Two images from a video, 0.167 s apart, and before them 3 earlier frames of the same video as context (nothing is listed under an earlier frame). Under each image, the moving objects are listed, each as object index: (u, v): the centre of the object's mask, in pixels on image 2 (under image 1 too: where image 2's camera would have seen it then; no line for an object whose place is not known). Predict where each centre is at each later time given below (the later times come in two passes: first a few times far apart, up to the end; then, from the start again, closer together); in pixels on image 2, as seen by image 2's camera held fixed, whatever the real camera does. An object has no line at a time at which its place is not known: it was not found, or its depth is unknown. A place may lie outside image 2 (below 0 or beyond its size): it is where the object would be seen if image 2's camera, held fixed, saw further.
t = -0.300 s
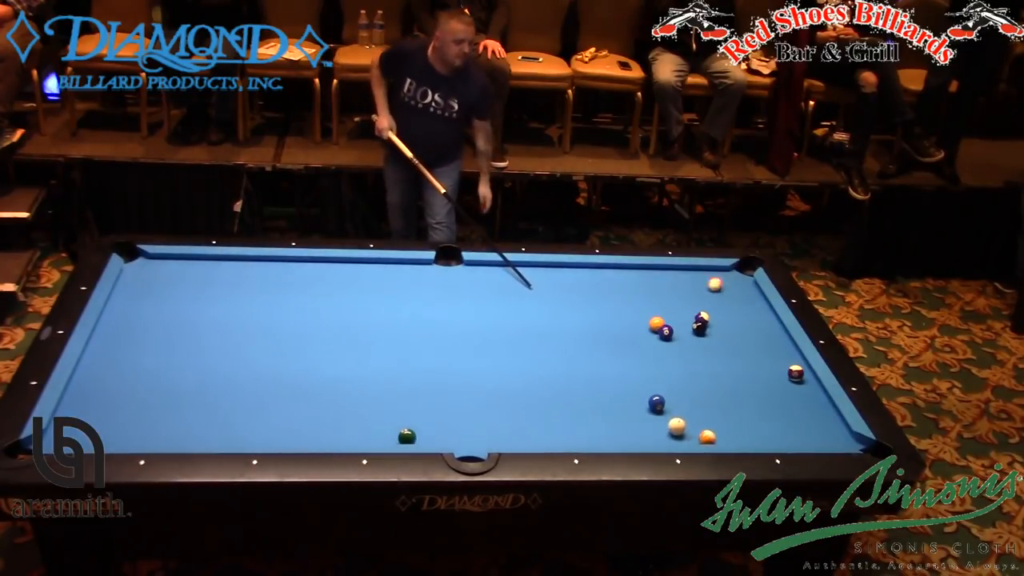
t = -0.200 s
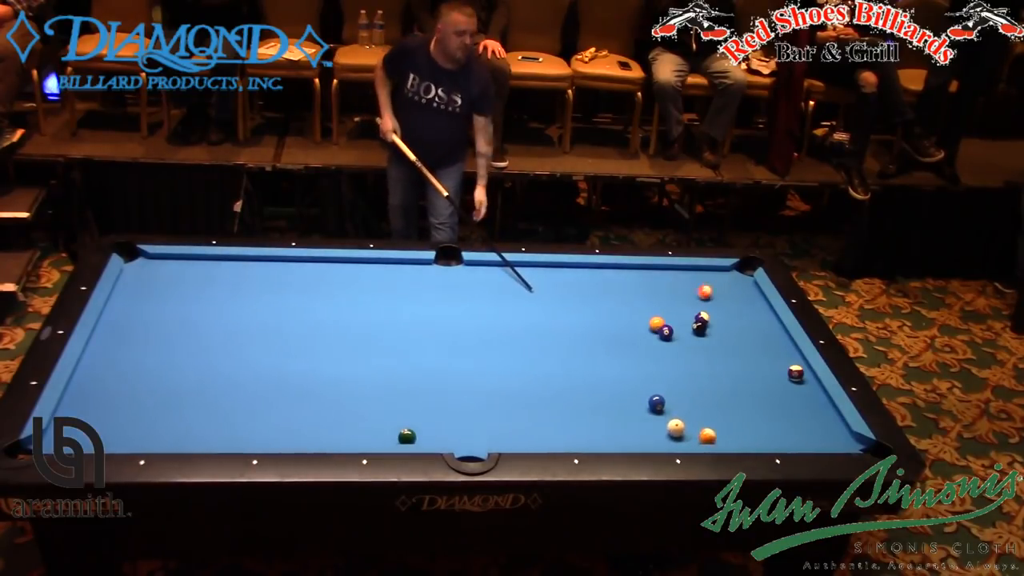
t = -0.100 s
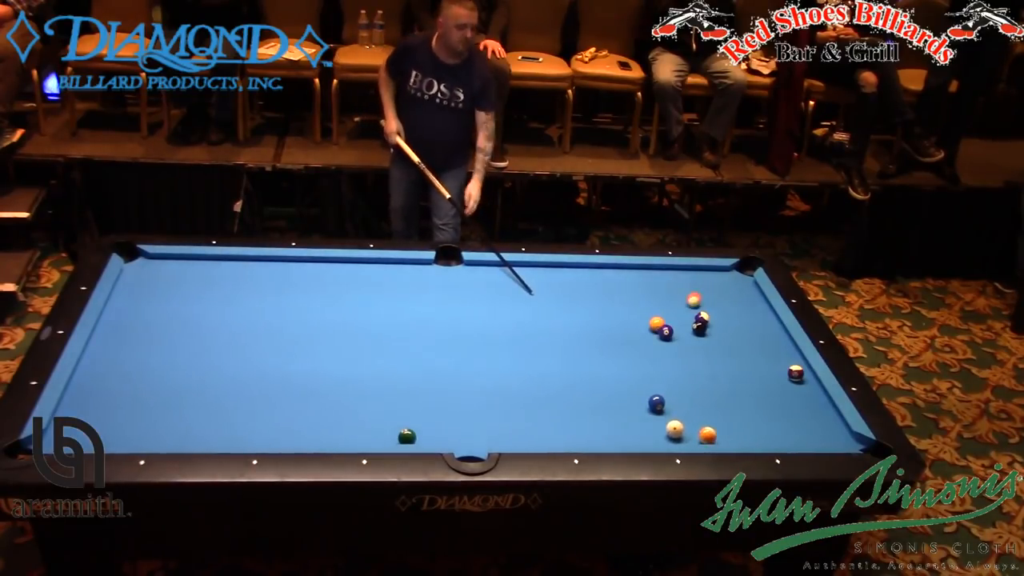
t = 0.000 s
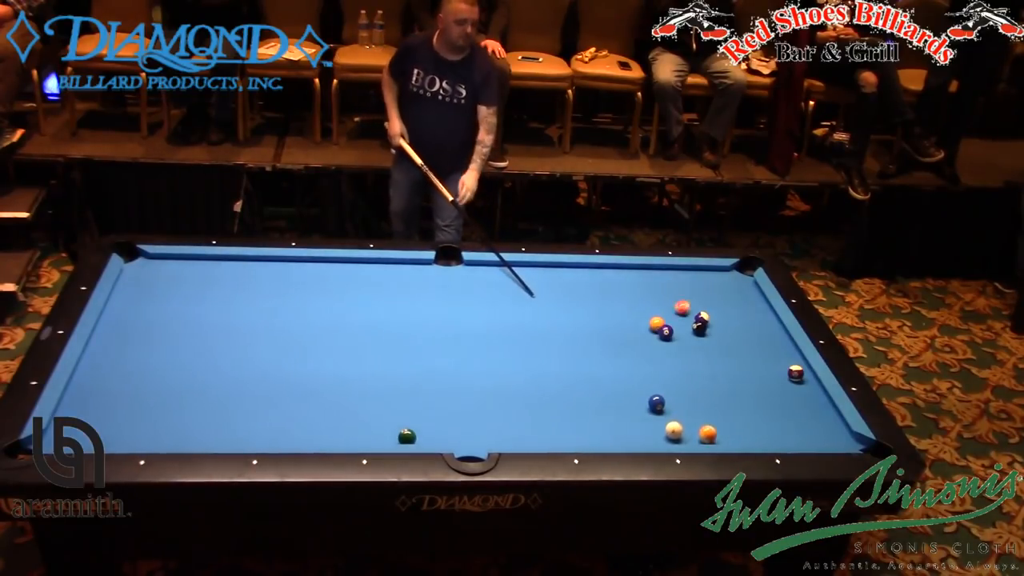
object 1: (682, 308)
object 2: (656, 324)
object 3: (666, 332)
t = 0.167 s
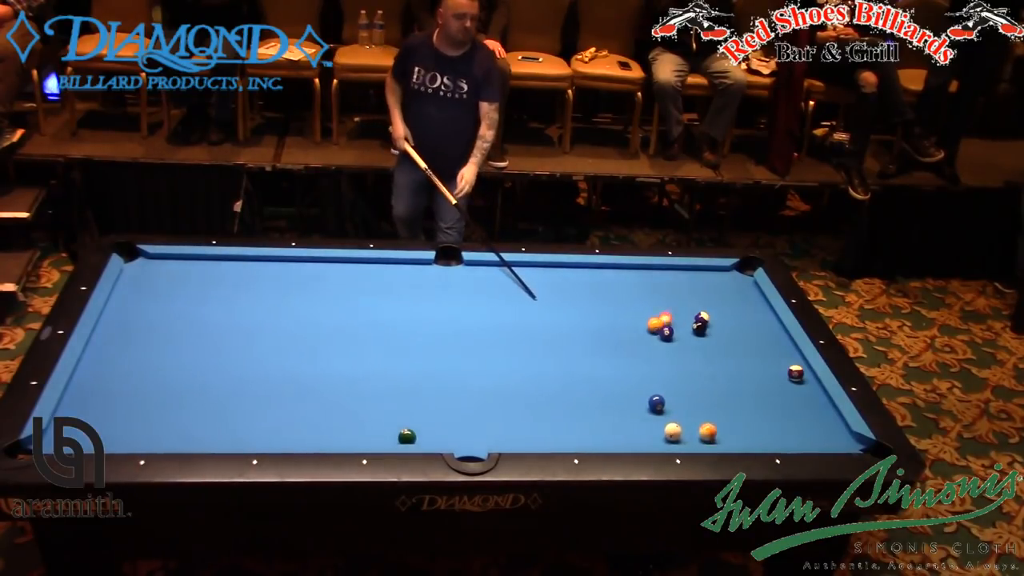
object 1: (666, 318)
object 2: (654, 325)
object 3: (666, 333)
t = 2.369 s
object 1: (627, 353)
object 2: (420, 388)
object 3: (699, 361)
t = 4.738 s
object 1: (624, 356)
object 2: (243, 435)
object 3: (699, 361)
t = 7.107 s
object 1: (624, 356)
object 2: (203, 435)
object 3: (699, 361)
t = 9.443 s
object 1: (624, 356)
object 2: (203, 435)
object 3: (699, 361)
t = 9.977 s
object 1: (624, 356)
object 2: (203, 435)
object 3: (699, 361)
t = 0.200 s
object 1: (664, 319)
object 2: (650, 327)
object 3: (667, 334)
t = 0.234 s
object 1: (664, 320)
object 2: (645, 328)
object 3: (668, 334)
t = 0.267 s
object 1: (663, 320)
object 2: (642, 329)
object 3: (668, 334)
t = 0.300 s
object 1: (662, 321)
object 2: (638, 330)
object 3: (670, 336)
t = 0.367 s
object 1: (660, 323)
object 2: (630, 332)
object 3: (671, 337)
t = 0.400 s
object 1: (660, 324)
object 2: (627, 333)
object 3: (672, 338)
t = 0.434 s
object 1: (659, 325)
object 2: (623, 334)
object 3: (673, 339)
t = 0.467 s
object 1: (658, 326)
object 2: (619, 335)
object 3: (674, 340)
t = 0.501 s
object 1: (657, 326)
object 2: (615, 336)
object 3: (674, 340)
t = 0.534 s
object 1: (657, 327)
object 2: (612, 337)
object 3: (675, 341)
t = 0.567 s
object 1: (656, 327)
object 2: (608, 338)
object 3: (676, 341)
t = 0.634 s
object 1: (654, 329)
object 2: (601, 340)
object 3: (677, 343)
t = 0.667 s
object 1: (654, 330)
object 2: (597, 341)
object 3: (678, 343)
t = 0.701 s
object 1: (653, 330)
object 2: (593, 342)
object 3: (678, 344)
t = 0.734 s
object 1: (652, 331)
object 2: (590, 343)
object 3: (679, 345)
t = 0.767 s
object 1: (652, 331)
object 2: (586, 344)
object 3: (680, 345)
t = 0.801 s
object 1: (651, 332)
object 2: (582, 345)
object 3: (681, 346)
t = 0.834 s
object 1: (650, 333)
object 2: (579, 346)
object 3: (681, 346)
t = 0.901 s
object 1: (648, 334)
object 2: (571, 348)
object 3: (682, 348)
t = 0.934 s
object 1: (648, 335)
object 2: (568, 348)
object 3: (683, 348)
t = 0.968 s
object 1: (647, 335)
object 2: (564, 349)
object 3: (684, 349)
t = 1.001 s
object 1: (646, 336)
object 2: (560, 350)
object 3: (684, 349)
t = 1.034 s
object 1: (646, 336)
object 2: (557, 351)
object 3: (685, 350)
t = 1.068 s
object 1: (645, 337)
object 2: (553, 352)
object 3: (685, 350)
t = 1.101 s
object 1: (645, 338)
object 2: (549, 353)
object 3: (686, 351)
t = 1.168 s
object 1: (643, 339)
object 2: (542, 355)
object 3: (687, 351)
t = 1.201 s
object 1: (642, 339)
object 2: (539, 356)
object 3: (688, 352)
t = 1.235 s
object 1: (642, 340)
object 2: (535, 357)
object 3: (688, 352)
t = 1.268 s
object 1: (642, 340)
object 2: (532, 358)
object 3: (689, 353)
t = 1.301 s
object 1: (641, 341)
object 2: (528, 359)
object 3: (689, 353)
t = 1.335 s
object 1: (640, 341)
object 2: (524, 360)
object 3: (690, 354)
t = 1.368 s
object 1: (640, 342)
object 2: (521, 361)
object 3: (690, 354)
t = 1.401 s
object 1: (639, 343)
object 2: (517, 362)
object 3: (691, 355)
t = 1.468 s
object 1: (638, 343)
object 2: (510, 364)
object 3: (692, 355)
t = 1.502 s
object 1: (637, 343)
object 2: (507, 365)
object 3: (692, 356)
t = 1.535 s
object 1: (637, 344)
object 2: (504, 366)
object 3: (693, 356)
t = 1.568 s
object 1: (637, 344)
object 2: (500, 367)
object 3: (693, 356)
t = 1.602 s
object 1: (636, 345)
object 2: (497, 368)
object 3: (694, 357)
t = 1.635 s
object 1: (636, 346)
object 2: (493, 369)
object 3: (694, 357)
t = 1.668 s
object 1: (635, 346)
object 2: (490, 369)
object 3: (695, 357)
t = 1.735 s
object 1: (634, 347)
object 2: (483, 371)
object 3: (695, 358)
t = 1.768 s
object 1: (633, 347)
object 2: (480, 372)
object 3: (696, 358)
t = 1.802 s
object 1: (633, 347)
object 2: (476, 373)
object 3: (696, 358)
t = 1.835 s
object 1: (633, 348)
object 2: (473, 374)
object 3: (696, 359)
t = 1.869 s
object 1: (632, 348)
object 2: (469, 375)
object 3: (696, 359)
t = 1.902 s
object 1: (632, 349)
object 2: (466, 376)
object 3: (697, 359)
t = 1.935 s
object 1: (631, 349)
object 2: (463, 377)
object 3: (697, 359)
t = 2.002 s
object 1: (631, 350)
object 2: (456, 378)
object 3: (698, 360)
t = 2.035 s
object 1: (630, 350)
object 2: (453, 379)
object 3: (698, 360)
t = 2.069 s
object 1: (630, 350)
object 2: (450, 380)
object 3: (698, 360)
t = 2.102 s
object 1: (629, 350)
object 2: (446, 381)
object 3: (698, 360)
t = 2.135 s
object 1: (629, 351)
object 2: (443, 382)
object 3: (698, 360)
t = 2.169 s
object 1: (629, 351)
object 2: (440, 383)
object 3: (699, 360)
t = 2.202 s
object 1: (629, 351)
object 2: (436, 384)
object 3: (699, 360)
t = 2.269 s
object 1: (628, 352)
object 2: (430, 386)
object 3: (699, 360)
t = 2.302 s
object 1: (628, 352)
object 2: (427, 387)
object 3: (699, 361)
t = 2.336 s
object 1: (627, 352)
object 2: (423, 388)
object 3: (699, 361)
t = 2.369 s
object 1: (627, 353)
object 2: (420, 388)
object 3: (699, 361)
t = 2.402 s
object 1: (627, 353)
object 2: (417, 389)
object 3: (699, 361)
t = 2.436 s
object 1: (626, 354)
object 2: (414, 390)
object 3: (699, 361)
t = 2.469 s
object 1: (626, 353)
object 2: (411, 391)
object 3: (699, 361)
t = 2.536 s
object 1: (626, 354)
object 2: (405, 392)
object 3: (699, 361)
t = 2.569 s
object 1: (626, 354)
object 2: (402, 393)
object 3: (699, 361)
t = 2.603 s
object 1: (625, 354)
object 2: (399, 394)
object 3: (699, 361)
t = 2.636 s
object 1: (625, 354)
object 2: (396, 395)
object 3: (699, 361)
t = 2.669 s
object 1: (625, 354)
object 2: (393, 396)
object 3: (699, 361)
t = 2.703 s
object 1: (625, 355)
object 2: (390, 396)
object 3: (699, 361)
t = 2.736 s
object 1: (625, 355)
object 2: (387, 397)
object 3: (699, 361)
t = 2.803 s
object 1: (624, 355)
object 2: (381, 399)
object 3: (699, 361)
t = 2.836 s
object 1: (625, 355)
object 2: (378, 400)
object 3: (699, 361)
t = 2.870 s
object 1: (624, 356)
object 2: (375, 401)
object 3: (699, 361)
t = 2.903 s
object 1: (624, 356)
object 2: (372, 402)
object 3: (699, 361)
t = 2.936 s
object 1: (624, 356)
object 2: (369, 402)
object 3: (699, 361)
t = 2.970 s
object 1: (624, 356)
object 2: (366, 403)
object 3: (699, 361)
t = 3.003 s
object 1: (624, 356)
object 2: (363, 404)
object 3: (699, 361)
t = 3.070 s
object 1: (624, 356)
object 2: (358, 406)
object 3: (699, 361)
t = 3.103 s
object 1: (624, 356)
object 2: (355, 406)
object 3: (699, 361)
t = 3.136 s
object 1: (624, 356)
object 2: (352, 407)
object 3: (699, 361)
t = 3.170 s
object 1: (624, 356)
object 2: (349, 408)
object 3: (699, 361)
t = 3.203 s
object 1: (624, 356)
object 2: (346, 408)
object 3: (699, 361)
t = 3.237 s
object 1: (624, 356)
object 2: (344, 409)
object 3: (699, 361)
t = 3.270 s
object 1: (624, 356)
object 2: (342, 410)
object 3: (699, 361)
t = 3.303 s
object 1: (624, 356)
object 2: (339, 411)
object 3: (699, 361)
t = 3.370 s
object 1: (623, 356)
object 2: (334, 412)
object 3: (699, 361)
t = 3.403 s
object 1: (623, 356)
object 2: (331, 413)
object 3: (699, 361)
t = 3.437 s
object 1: (624, 356)
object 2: (328, 414)
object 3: (699, 361)
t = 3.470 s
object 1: (623, 356)
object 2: (326, 414)
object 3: (699, 361)
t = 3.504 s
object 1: (623, 356)
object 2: (323, 415)
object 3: (699, 361)
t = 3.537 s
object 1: (623, 356)
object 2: (320, 416)
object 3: (699, 361)
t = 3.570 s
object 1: (623, 356)
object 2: (318, 416)
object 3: (699, 361)
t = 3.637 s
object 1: (624, 356)
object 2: (313, 418)
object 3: (699, 361)
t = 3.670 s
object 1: (623, 356)
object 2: (310, 419)
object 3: (699, 361)
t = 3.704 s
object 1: (623, 356)
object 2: (308, 419)
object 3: (699, 361)
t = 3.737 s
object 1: (623, 356)
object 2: (305, 420)
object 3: (699, 361)
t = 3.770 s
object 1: (623, 356)
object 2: (303, 421)
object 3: (699, 361)
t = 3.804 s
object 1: (623, 356)
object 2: (300, 421)
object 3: (699, 361)
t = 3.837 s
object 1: (623, 356)
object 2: (298, 422)
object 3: (699, 361)
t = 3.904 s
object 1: (623, 356)
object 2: (293, 423)
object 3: (699, 361)
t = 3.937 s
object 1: (623, 356)
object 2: (291, 424)
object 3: (699, 361)
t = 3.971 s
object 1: (624, 356)
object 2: (289, 425)
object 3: (699, 361)
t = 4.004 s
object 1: (624, 356)
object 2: (287, 425)
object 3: (699, 361)
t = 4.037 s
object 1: (624, 356)
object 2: (284, 426)
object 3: (699, 361)
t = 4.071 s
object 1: (624, 356)
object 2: (282, 427)
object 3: (699, 361)
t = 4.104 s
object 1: (624, 356)
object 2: (280, 427)
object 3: (699, 361)
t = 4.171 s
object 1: (624, 356)
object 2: (276, 429)
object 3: (699, 361)
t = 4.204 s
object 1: (624, 356)
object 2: (274, 429)
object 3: (699, 361)
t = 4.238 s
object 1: (624, 356)
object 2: (271, 430)
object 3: (699, 361)
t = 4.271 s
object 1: (624, 356)
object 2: (269, 430)
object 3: (699, 361)
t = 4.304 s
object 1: (624, 356)
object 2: (267, 431)
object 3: (699, 361)
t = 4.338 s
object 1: (624, 356)
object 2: (265, 431)
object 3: (699, 361)
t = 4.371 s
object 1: (624, 356)
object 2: (263, 432)
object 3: (699, 361)
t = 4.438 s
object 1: (624, 356)
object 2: (259, 433)
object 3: (699, 361)
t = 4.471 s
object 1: (624, 356)
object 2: (257, 433)
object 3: (699, 361)
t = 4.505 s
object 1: (624, 356)
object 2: (255, 434)
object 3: (699, 361)
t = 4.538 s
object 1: (624, 356)
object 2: (253, 434)
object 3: (699, 361)
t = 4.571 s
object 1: (624, 356)
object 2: (251, 434)
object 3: (699, 361)
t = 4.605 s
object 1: (624, 356)
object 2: (250, 434)
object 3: (699, 361)
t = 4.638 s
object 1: (624, 356)
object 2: (248, 435)
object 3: (699, 361)
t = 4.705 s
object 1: (624, 356)
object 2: (245, 435)
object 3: (699, 361)
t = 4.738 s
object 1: (624, 356)
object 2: (243, 435)
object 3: (699, 361)
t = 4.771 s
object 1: (624, 356)
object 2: (241, 436)
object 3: (699, 361)
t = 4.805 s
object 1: (624, 356)
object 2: (239, 436)
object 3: (699, 361)
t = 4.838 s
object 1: (624, 356)
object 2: (238, 436)
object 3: (699, 361)
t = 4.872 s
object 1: (624, 356)
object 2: (236, 436)
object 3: (699, 361)
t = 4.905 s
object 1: (624, 356)
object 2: (234, 436)
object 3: (699, 361)
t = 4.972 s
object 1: (624, 356)
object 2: (231, 437)
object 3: (699, 361)
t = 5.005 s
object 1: (624, 356)
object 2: (230, 437)
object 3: (699, 361)
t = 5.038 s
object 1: (624, 356)
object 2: (228, 438)
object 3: (699, 361)
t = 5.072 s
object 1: (624, 356)
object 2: (227, 438)
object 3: (699, 361)
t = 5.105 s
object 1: (624, 356)
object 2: (225, 438)
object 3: (699, 361)
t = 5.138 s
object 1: (624, 356)
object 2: (224, 438)
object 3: (699, 361)
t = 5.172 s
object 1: (624, 356)
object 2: (222, 438)
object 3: (699, 361)
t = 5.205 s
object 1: (624, 356)
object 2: (222, 438)
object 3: (699, 361)
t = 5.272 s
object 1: (624, 356)
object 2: (220, 438)
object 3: (699, 361)
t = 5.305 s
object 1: (624, 356)
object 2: (219, 438)
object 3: (699, 361)
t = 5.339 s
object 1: (624, 356)
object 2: (218, 437)
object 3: (699, 361)
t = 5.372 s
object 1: (624, 356)
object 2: (217, 437)
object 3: (699, 361)
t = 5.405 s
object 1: (624, 356)
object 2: (216, 437)
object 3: (699, 361)
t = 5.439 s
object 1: (624, 356)
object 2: (215, 437)
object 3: (699, 361)
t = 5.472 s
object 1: (624, 356)
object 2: (214, 437)
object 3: (699, 361)
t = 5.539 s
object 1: (624, 356)
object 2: (213, 437)
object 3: (699, 361)
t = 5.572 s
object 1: (624, 356)
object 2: (212, 437)
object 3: (699, 361)
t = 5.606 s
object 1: (624, 356)
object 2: (211, 437)
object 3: (699, 361)
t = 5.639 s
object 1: (624, 356)
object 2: (211, 437)
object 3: (699, 361)
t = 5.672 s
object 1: (624, 356)
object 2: (210, 436)
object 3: (699, 361)
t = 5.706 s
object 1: (624, 356)
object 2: (209, 436)
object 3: (699, 361)
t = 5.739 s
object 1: (624, 356)
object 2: (209, 436)
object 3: (699, 361)
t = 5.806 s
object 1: (624, 356)
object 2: (208, 436)
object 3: (699, 361)
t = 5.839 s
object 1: (624, 356)
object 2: (207, 436)
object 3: (699, 361)
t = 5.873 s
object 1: (624, 356)
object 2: (207, 436)
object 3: (699, 361)
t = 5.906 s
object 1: (624, 356)
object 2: (206, 436)
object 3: (699, 361)
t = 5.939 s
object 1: (624, 356)
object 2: (206, 436)
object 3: (699, 361)
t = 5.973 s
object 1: (624, 356)
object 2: (205, 436)
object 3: (699, 361)
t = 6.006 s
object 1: (624, 356)
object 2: (205, 435)
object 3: (699, 361)
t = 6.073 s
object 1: (624, 356)
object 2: (204, 435)
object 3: (699, 361)
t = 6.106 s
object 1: (624, 356)
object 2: (204, 435)
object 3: (699, 361)
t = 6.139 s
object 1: (624, 356)
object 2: (204, 435)
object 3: (699, 361)
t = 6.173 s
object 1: (624, 356)
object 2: (204, 435)
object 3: (699, 361)
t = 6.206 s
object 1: (624, 356)
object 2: (204, 435)
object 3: (699, 361)
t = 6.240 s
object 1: (624, 356)
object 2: (203, 435)
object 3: (699, 361)
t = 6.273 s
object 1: (624, 356)
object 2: (203, 435)
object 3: (699, 361)
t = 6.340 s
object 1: (624, 356)
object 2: (203, 435)
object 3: (699, 361)
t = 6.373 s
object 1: (624, 356)
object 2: (203, 435)
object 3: (699, 361)
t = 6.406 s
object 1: (624, 356)
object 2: (203, 435)
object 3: (699, 361)
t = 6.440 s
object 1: (624, 356)
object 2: (203, 435)
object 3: (699, 361)
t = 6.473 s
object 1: (624, 356)
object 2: (203, 435)
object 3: (699, 361)
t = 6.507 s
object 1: (624, 356)
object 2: (203, 435)
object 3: (699, 361)
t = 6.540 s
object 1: (624, 356)
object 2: (203, 435)
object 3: (699, 361)
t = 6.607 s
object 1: (624, 356)
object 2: (203, 435)
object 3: (699, 361)
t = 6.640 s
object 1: (624, 356)
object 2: (203, 435)
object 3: (699, 361)
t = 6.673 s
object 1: (624, 356)
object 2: (203, 435)
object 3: (699, 361)
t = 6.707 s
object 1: (624, 356)
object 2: (203, 435)
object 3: (699, 361)
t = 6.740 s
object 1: (624, 356)
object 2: (203, 435)
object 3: (699, 361)
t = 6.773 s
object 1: (624, 356)
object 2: (203, 435)
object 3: (699, 361)
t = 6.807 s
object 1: (624, 356)
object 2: (203, 435)
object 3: (699, 361)
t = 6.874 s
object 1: (624, 356)
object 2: (203, 435)
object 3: (699, 361)
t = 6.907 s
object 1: (624, 356)
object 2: (203, 435)
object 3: (699, 361)
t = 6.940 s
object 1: (624, 356)
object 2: (203, 435)
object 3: (699, 361)
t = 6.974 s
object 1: (624, 356)
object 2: (203, 435)
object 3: (699, 361)
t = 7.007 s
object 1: (624, 356)
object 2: (203, 435)
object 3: (699, 361)
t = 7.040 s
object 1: (624, 356)
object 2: (203, 435)
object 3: (699, 361)
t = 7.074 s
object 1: (624, 356)
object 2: (203, 435)
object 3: (699, 361)
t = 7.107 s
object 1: (624, 356)
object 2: (203, 435)
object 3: (699, 361)
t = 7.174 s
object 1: (624, 356)
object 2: (203, 435)
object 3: (699, 361)
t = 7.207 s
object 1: (624, 356)
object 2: (203, 435)
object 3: (699, 361)
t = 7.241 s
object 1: (624, 356)
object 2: (203, 435)
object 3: (699, 361)
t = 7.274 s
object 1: (624, 356)
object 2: (203, 435)
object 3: (699, 361)
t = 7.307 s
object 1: (624, 356)
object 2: (203, 435)
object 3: (699, 361)
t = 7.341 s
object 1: (624, 356)
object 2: (203, 435)
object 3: (699, 361)
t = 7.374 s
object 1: (624, 356)
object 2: (203, 435)
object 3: (699, 361)
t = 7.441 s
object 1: (624, 356)
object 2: (203, 435)
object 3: (699, 361)
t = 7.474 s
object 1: (624, 356)
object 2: (203, 435)
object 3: (699, 361)
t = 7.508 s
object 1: (624, 356)
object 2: (203, 435)
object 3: (699, 361)
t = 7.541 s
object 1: (624, 356)
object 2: (203, 435)
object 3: (699, 361)
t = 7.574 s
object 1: (624, 356)
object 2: (203, 435)
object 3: (699, 361)
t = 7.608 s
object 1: (624, 356)
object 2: (203, 435)
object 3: (699, 361)
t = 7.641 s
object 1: (624, 356)
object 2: (203, 435)
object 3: (699, 361)
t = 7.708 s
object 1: (624, 356)
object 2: (203, 435)
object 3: (699, 361)
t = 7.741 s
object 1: (624, 356)
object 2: (203, 435)
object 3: (699, 361)
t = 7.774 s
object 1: (624, 356)
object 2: (203, 435)
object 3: (699, 361)
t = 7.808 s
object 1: (624, 356)
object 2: (203, 435)
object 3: (699, 361)
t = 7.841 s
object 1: (624, 356)
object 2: (203, 435)
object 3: (699, 361)
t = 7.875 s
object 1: (624, 356)
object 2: (203, 435)
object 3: (699, 361)
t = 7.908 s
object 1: (624, 356)
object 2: (203, 435)
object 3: (699, 361)
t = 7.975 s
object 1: (624, 356)
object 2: (203, 435)
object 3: (699, 361)
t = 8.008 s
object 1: (624, 356)
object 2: (203, 435)
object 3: (699, 361)
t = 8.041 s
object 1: (624, 356)
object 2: (203, 435)
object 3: (699, 361)
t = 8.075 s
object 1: (624, 356)
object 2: (203, 435)
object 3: (699, 361)
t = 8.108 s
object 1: (624, 356)
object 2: (203, 435)
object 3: (699, 361)
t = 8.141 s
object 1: (624, 356)
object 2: (203, 435)
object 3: (699, 361)
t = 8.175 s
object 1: (624, 356)
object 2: (203, 435)
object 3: (699, 361)
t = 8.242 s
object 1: (624, 356)
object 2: (203, 435)
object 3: (699, 361)
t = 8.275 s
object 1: (624, 356)
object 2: (203, 435)
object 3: (699, 361)
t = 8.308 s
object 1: (624, 356)
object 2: (203, 435)
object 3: (699, 361)
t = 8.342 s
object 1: (624, 356)
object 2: (203, 435)
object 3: (699, 361)
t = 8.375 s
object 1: (624, 356)
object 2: (203, 435)
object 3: (699, 361)
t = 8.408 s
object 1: (624, 356)
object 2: (203, 435)
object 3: (699, 361)
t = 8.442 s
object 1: (624, 356)
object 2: (203, 435)
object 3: (699, 361)
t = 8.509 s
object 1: (624, 356)
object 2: (203, 435)
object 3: (699, 361)
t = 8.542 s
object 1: (624, 356)
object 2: (203, 435)
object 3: (699, 361)
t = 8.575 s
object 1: (624, 356)
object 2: (203, 435)
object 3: (699, 361)
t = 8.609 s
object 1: (624, 356)
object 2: (203, 435)
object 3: (699, 361)
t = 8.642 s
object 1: (624, 356)
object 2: (203, 435)
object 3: (699, 361)
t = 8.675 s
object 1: (624, 356)
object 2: (203, 435)
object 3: (699, 361)
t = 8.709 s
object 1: (624, 356)
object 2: (203, 435)
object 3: (699, 361)
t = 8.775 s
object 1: (624, 356)
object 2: (203, 435)
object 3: (699, 361)
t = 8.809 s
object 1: (624, 356)
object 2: (203, 435)
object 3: (699, 361)
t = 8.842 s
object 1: (624, 356)
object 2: (203, 435)
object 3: (699, 361)
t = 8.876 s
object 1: (624, 356)
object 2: (203, 435)
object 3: (699, 361)
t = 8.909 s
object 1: (624, 356)
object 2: (203, 435)
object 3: (699, 361)
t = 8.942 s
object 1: (624, 356)
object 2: (203, 435)
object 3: (699, 361)
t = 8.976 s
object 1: (624, 356)
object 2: (203, 435)
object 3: (699, 361)
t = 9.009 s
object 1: (624, 356)
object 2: (203, 435)
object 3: (699, 361)
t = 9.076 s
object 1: (624, 356)
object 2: (203, 435)
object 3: (699, 361)
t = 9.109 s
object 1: (624, 356)
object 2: (203, 435)
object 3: (699, 361)
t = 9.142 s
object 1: (624, 356)
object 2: (203, 435)
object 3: (699, 361)
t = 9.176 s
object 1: (624, 356)
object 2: (203, 435)
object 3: (699, 361)
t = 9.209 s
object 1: (624, 356)
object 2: (203, 435)
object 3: (699, 361)
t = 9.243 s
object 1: (624, 356)
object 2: (203, 435)
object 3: (699, 361)
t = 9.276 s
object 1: (624, 356)
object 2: (203, 435)
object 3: (699, 361)
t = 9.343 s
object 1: (624, 356)
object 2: (203, 435)
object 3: (699, 361)
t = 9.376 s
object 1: (624, 356)
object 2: (203, 435)
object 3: (699, 361)
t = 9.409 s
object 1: (624, 356)
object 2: (203, 435)
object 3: (699, 361)
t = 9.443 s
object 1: (624, 356)
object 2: (203, 435)
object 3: (699, 361)
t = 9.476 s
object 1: (624, 356)
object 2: (203, 435)
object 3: (699, 361)
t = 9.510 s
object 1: (624, 356)
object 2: (203, 435)
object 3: (699, 361)
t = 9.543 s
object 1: (624, 356)
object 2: (203, 435)
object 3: (699, 361)
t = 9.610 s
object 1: (624, 356)
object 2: (203, 435)
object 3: (699, 361)
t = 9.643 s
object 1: (624, 356)
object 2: (203, 435)
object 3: (699, 361)
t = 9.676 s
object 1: (624, 356)
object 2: (203, 435)
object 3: (699, 361)
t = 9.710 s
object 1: (624, 356)
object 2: (203, 435)
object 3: (699, 361)
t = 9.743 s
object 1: (624, 356)
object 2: (203, 435)
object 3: (699, 361)
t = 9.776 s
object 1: (624, 356)
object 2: (203, 435)
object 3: (699, 361)
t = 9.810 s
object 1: (624, 356)
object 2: (203, 435)
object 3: (699, 361)
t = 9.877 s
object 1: (624, 356)
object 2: (203, 435)
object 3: (699, 361)
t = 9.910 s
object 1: (624, 356)
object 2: (203, 435)
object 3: (699, 361)
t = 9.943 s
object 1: (624, 356)
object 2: (203, 435)
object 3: (699, 361)
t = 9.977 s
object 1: (624, 356)
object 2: (203, 435)
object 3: (699, 361)
